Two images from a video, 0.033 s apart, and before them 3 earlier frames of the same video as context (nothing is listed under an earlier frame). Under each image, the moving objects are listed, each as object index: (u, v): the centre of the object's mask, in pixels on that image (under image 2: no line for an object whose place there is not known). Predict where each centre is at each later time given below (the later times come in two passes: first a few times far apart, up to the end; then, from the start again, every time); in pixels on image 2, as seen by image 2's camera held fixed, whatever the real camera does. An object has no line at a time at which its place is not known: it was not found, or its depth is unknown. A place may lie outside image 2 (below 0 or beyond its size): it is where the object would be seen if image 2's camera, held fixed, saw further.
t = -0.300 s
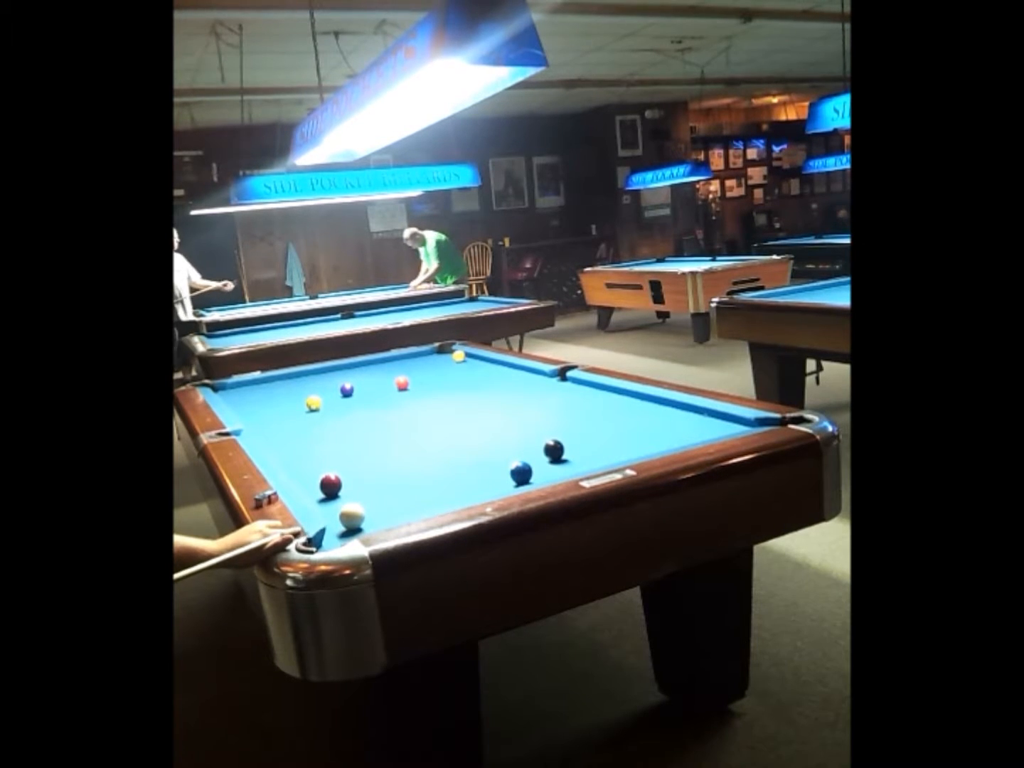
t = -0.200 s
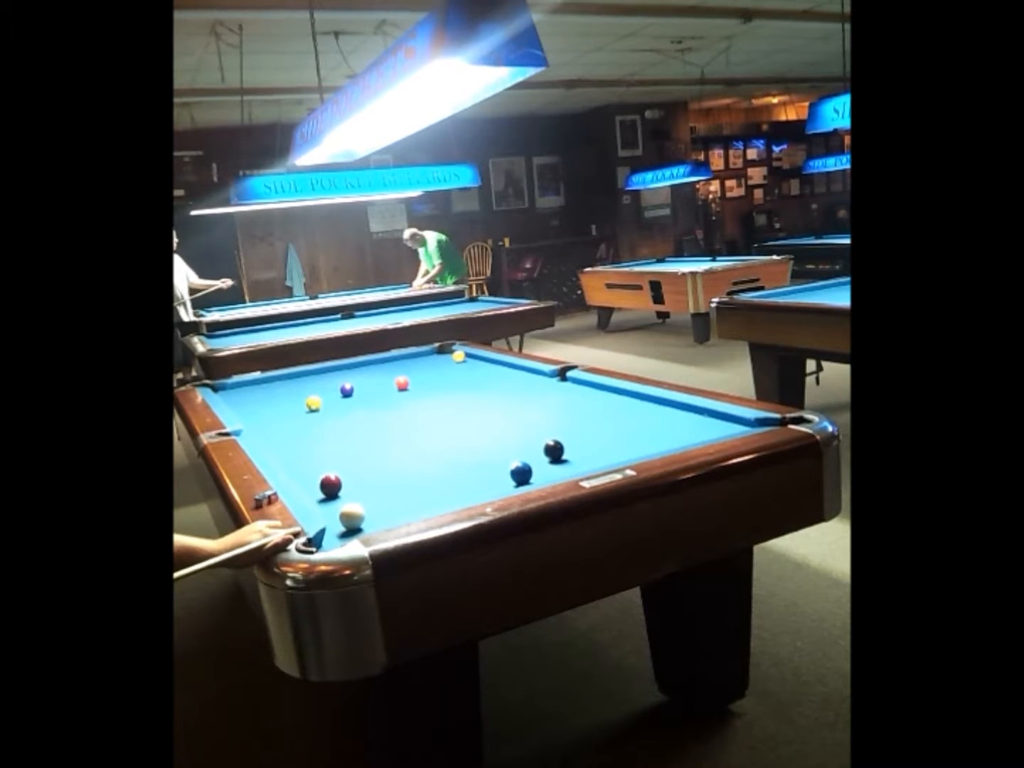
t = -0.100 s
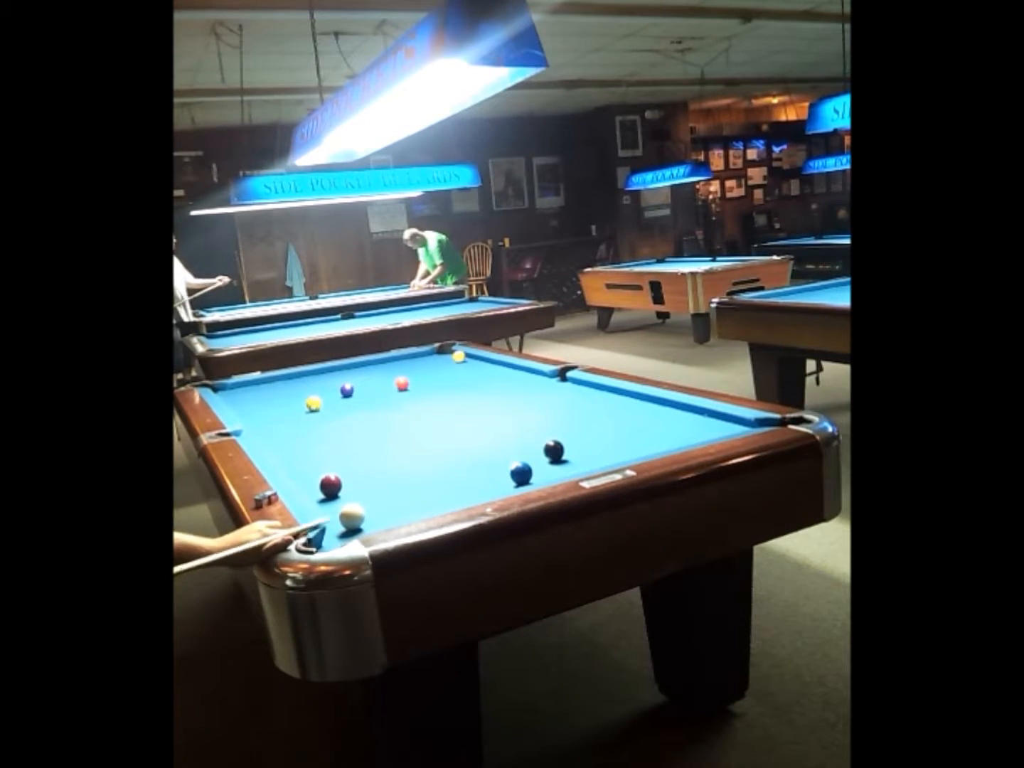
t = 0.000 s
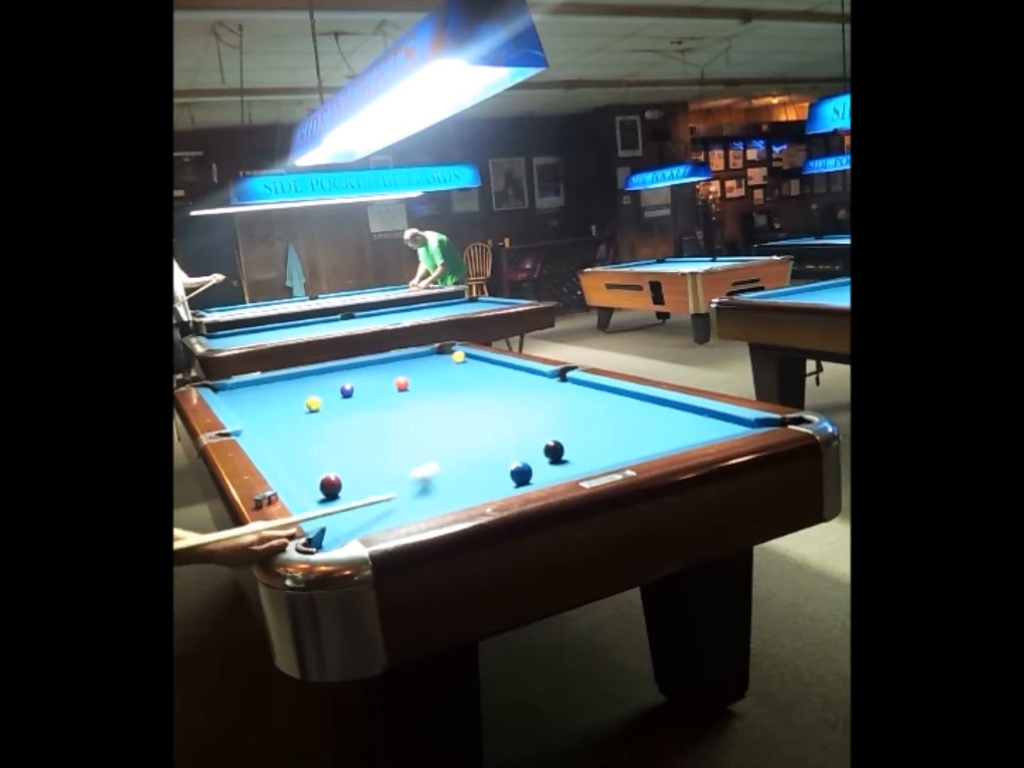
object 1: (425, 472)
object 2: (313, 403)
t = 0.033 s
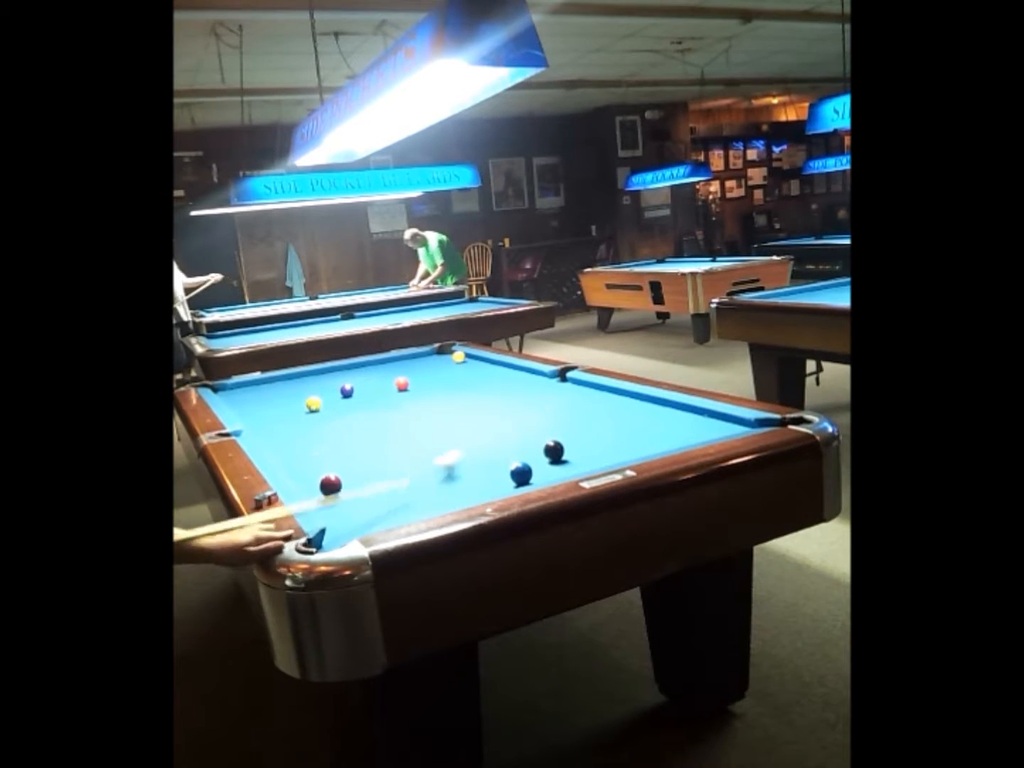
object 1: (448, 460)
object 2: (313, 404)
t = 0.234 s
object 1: (552, 406)
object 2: (313, 404)
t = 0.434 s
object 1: (544, 388)
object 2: (313, 403)
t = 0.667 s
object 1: (432, 395)
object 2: (313, 404)
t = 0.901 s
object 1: (329, 401)
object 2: (310, 403)
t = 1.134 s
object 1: (305, 396)
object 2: (242, 413)
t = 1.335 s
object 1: (283, 392)
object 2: (273, 407)
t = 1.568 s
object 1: (259, 388)
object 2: (310, 399)
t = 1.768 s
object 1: (241, 386)
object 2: (338, 393)
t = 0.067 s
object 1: (471, 448)
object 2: (313, 404)
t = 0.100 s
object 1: (488, 439)
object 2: (313, 404)
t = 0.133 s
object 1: (507, 431)
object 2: (313, 404)
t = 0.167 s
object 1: (523, 421)
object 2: (313, 404)
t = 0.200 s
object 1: (538, 414)
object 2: (313, 404)
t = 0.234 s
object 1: (552, 406)
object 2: (313, 404)
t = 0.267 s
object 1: (565, 400)
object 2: (313, 403)
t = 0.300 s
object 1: (578, 393)
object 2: (313, 403)
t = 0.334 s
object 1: (591, 387)
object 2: (313, 403)
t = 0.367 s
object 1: (583, 386)
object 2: (313, 403)
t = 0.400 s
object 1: (563, 387)
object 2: (313, 403)
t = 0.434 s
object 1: (544, 388)
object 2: (313, 403)
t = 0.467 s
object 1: (526, 389)
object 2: (313, 403)
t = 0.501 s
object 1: (510, 390)
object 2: (312, 401)
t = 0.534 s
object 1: (494, 391)
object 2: (311, 399)
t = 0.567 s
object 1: (478, 392)
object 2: (315, 406)
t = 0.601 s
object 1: (463, 393)
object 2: (313, 404)
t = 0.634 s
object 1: (447, 393)
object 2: (313, 404)
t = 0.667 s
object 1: (432, 395)
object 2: (313, 404)
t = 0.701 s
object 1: (417, 396)
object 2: (313, 404)
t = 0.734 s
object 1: (401, 397)
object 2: (313, 404)
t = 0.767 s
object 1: (386, 398)
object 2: (313, 404)
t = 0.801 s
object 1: (371, 398)
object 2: (313, 404)
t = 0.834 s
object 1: (357, 399)
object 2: (313, 404)
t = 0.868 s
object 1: (342, 401)
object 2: (313, 404)
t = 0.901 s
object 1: (329, 401)
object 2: (310, 403)
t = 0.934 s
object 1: (327, 400)
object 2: (300, 405)
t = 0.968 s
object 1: (325, 399)
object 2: (289, 407)
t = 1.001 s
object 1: (321, 399)
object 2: (279, 408)
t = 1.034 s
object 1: (317, 398)
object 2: (269, 410)
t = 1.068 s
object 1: (313, 397)
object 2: (260, 411)
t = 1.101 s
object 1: (309, 397)
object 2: (251, 412)
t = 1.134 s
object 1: (305, 396)
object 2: (242, 413)
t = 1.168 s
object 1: (301, 395)
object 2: (245, 413)
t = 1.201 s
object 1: (297, 395)
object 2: (250, 412)
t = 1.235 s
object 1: (294, 394)
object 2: (256, 410)
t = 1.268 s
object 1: (290, 393)
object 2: (262, 409)
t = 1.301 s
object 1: (286, 393)
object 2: (268, 408)
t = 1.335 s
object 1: (283, 392)
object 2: (273, 407)
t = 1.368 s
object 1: (279, 391)
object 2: (279, 406)
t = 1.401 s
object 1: (276, 391)
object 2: (284, 405)
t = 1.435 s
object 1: (272, 391)
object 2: (290, 403)
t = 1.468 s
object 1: (269, 390)
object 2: (295, 402)
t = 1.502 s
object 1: (266, 390)
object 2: (300, 401)
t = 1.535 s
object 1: (263, 389)
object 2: (305, 400)
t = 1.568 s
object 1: (259, 388)
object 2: (310, 399)
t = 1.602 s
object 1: (256, 388)
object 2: (315, 398)
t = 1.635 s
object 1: (253, 388)
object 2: (320, 397)
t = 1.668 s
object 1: (250, 387)
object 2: (325, 395)
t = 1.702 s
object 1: (247, 387)
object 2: (330, 394)
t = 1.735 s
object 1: (244, 386)
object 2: (335, 394)
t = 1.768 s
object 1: (241, 386)
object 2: (338, 393)
